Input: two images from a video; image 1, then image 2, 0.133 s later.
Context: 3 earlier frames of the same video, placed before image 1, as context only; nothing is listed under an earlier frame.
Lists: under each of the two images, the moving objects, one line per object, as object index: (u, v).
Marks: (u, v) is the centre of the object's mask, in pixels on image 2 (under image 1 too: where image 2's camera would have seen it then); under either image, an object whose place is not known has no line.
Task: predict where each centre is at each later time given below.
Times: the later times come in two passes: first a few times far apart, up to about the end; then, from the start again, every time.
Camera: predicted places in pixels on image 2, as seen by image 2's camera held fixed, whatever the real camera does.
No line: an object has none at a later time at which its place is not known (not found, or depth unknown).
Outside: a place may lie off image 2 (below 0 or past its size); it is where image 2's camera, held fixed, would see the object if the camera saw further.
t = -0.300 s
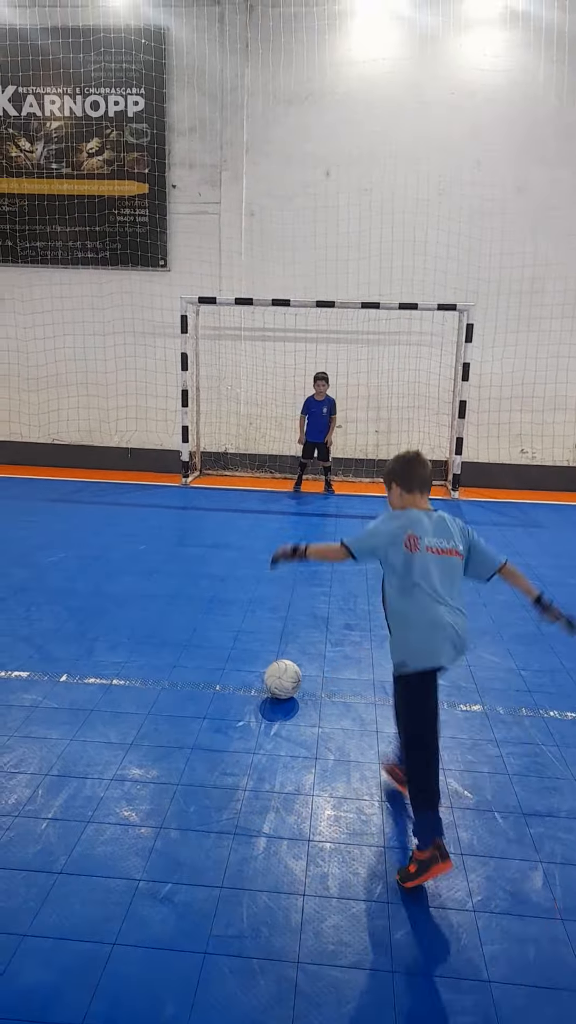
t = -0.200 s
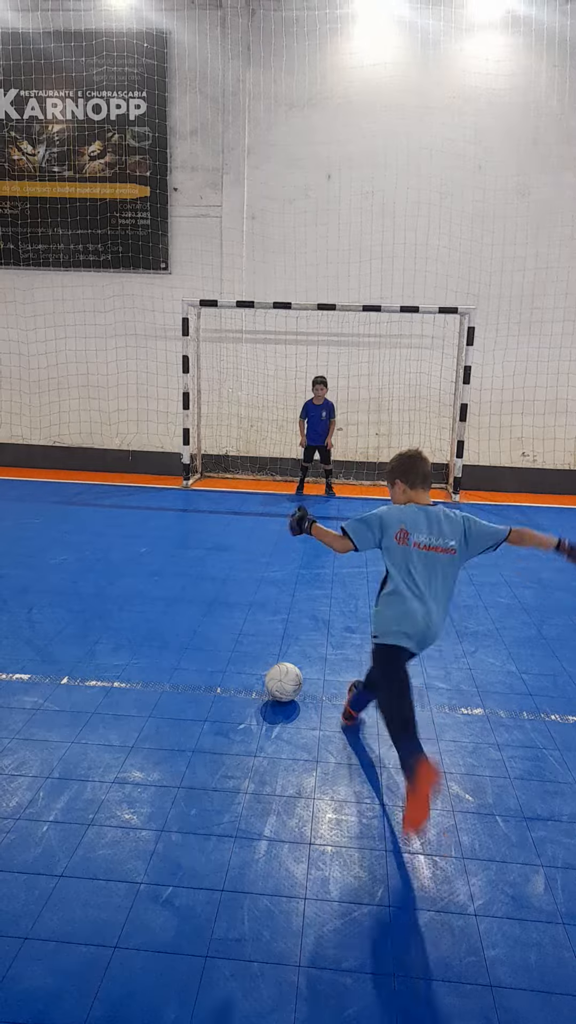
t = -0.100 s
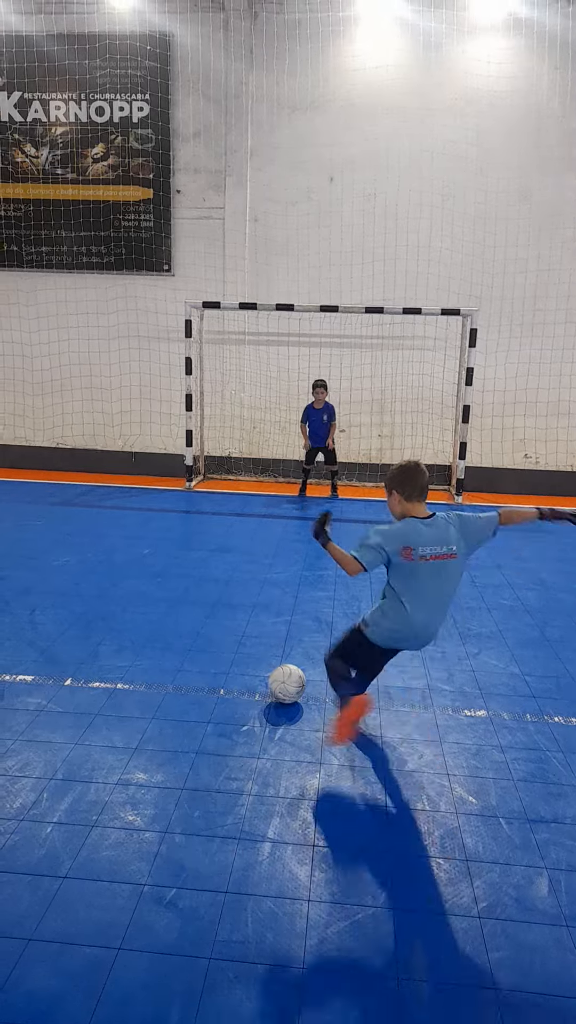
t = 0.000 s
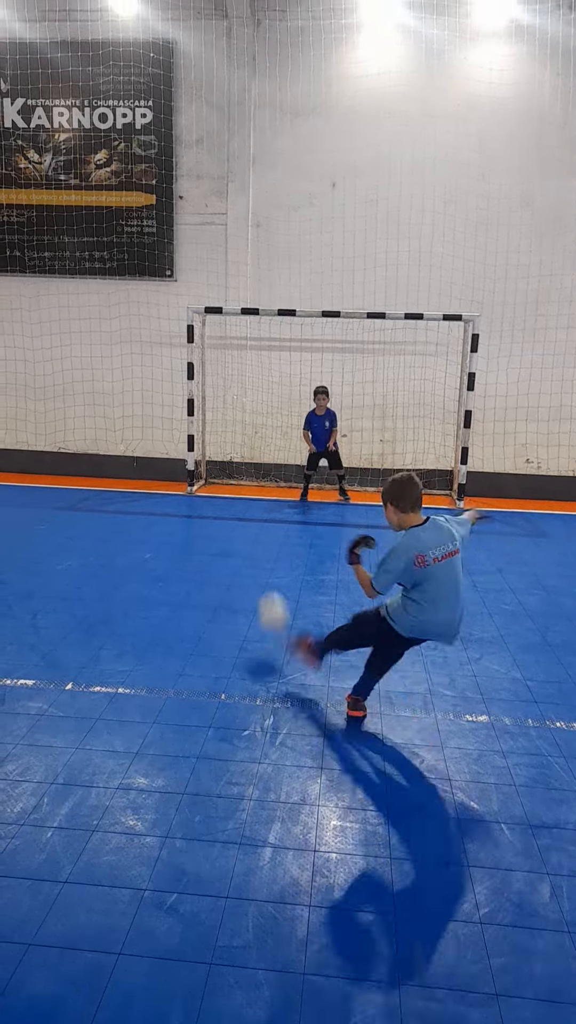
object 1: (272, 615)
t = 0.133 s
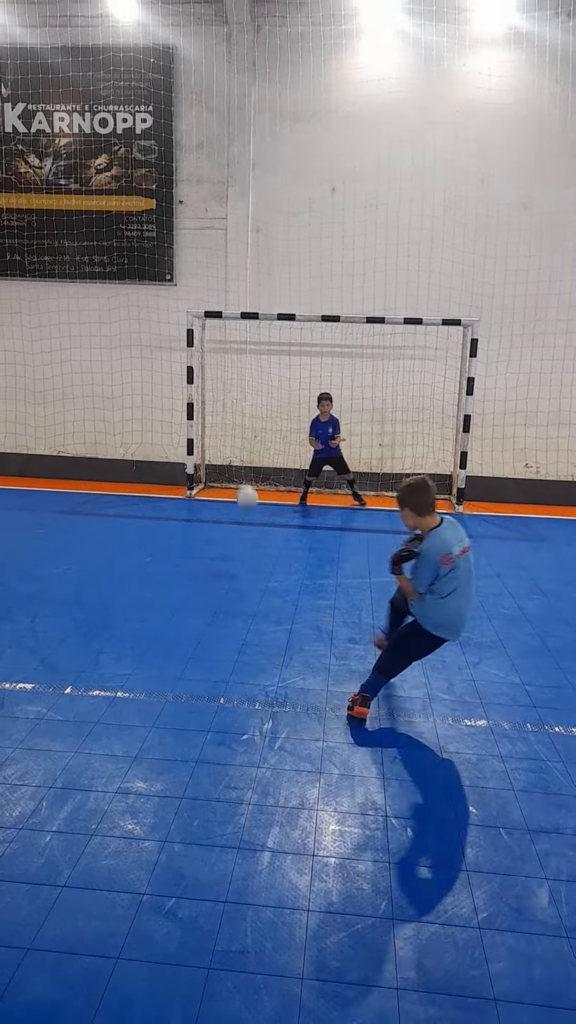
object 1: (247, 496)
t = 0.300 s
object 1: (227, 447)
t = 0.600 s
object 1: (234, 465)
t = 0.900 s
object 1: (260, 474)
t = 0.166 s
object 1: (242, 482)
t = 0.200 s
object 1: (238, 470)
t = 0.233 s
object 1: (234, 461)
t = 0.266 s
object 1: (230, 455)
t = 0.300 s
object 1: (227, 447)
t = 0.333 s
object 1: (223, 443)
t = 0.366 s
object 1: (220, 440)
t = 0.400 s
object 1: (217, 438)
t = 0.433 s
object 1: (219, 442)
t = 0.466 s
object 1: (222, 447)
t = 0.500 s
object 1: (225, 451)
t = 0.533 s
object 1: (228, 456)
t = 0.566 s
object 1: (230, 460)
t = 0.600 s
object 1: (234, 465)
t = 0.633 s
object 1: (238, 474)
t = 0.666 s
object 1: (241, 482)
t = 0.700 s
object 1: (244, 484)
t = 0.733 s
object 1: (247, 481)
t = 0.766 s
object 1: (249, 478)
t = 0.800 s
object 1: (252, 476)
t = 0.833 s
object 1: (255, 474)
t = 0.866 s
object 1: (258, 474)
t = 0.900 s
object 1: (260, 474)
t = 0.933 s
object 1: (264, 476)
